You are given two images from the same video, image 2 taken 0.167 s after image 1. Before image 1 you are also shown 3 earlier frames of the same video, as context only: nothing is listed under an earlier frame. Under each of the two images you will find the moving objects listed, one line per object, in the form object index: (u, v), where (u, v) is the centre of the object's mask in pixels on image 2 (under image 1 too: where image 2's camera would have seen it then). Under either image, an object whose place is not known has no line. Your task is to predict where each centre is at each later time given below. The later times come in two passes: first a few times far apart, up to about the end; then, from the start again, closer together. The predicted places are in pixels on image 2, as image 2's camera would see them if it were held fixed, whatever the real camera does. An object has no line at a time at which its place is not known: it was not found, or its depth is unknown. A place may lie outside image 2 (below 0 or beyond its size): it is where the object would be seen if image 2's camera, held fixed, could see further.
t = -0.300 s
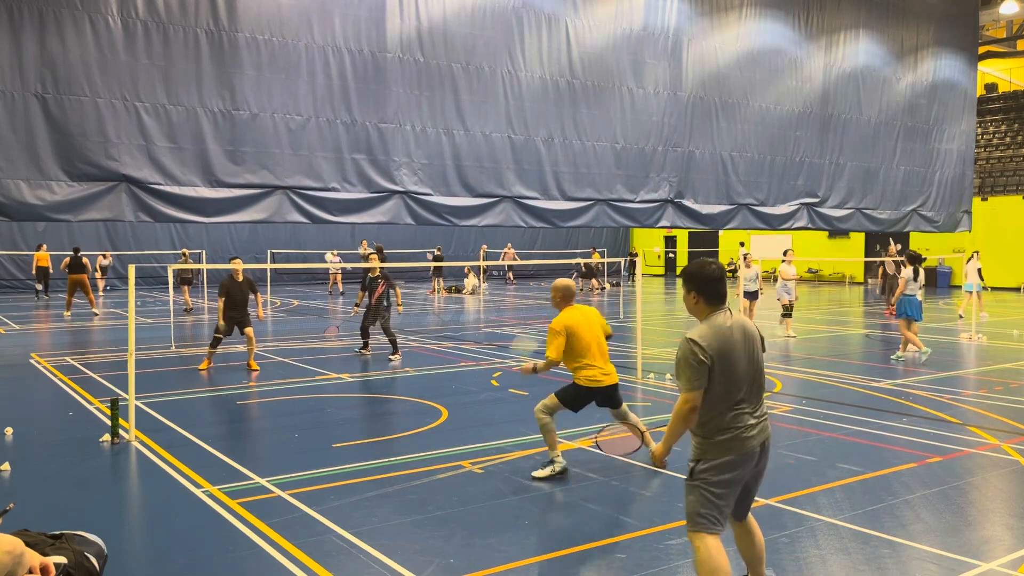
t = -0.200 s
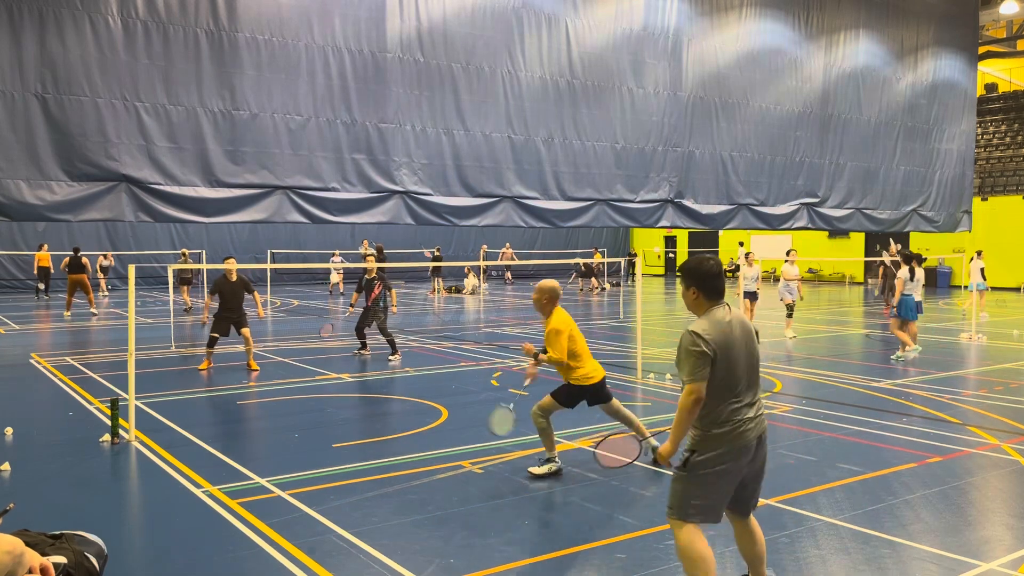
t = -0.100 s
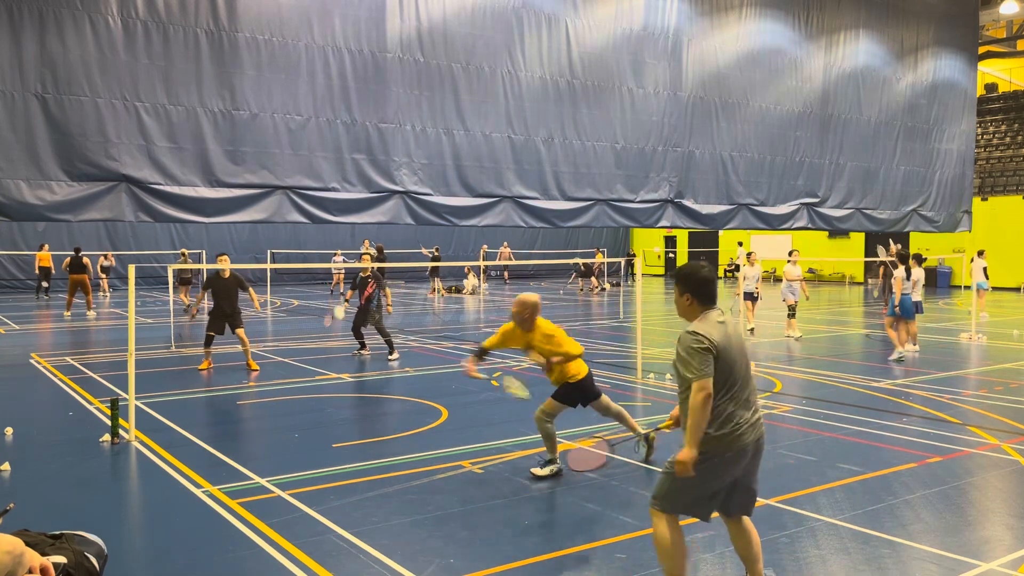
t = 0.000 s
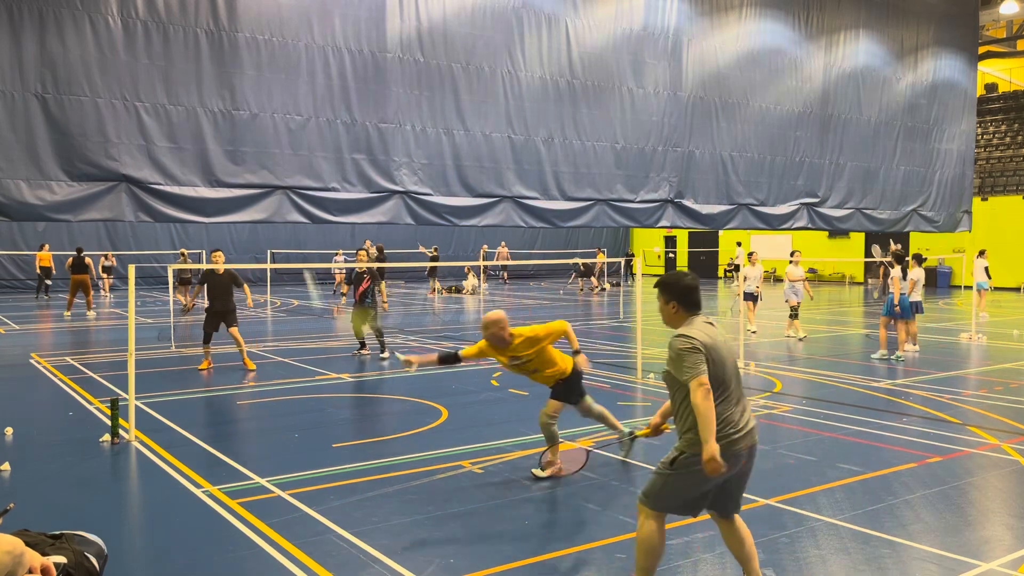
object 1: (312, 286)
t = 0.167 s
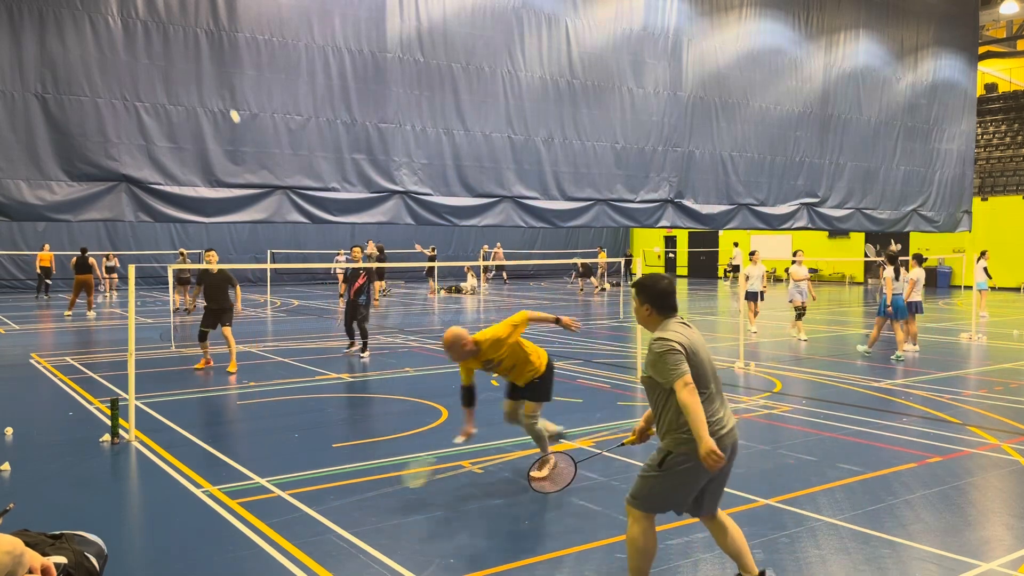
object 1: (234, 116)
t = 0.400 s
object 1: (191, 61)
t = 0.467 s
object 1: (184, 59)
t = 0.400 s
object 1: (191, 61)
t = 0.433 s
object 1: (187, 60)
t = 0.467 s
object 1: (184, 59)
